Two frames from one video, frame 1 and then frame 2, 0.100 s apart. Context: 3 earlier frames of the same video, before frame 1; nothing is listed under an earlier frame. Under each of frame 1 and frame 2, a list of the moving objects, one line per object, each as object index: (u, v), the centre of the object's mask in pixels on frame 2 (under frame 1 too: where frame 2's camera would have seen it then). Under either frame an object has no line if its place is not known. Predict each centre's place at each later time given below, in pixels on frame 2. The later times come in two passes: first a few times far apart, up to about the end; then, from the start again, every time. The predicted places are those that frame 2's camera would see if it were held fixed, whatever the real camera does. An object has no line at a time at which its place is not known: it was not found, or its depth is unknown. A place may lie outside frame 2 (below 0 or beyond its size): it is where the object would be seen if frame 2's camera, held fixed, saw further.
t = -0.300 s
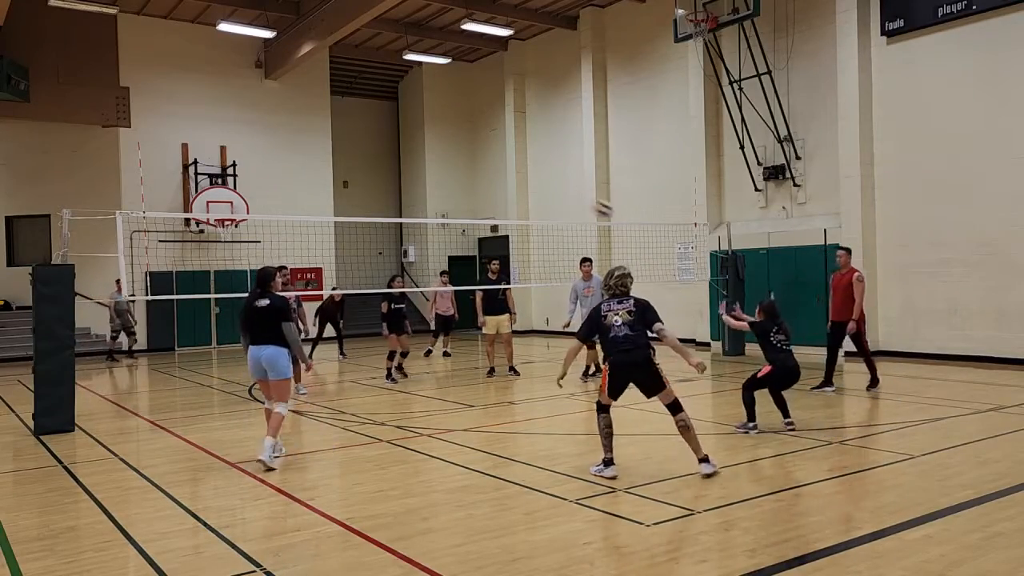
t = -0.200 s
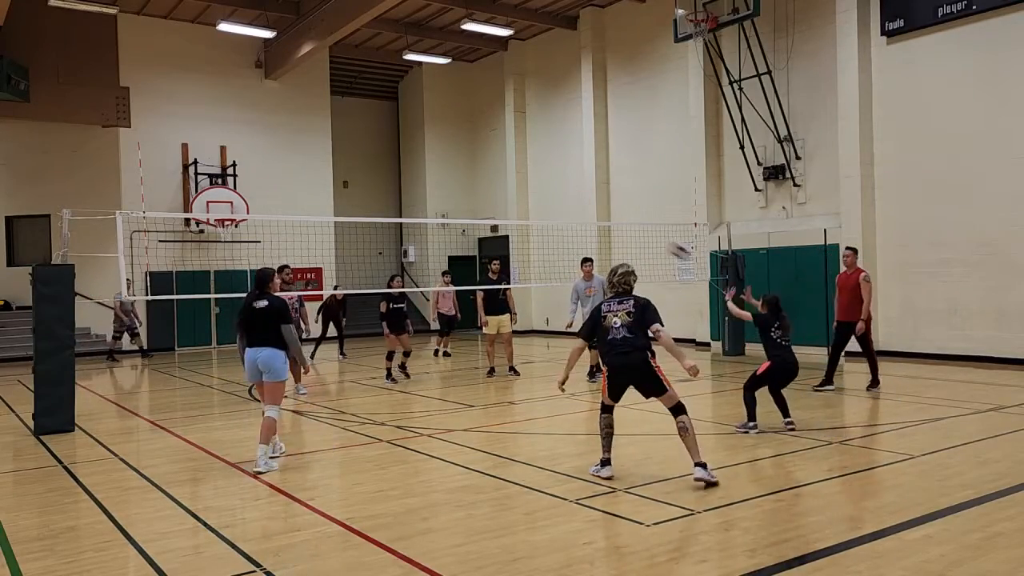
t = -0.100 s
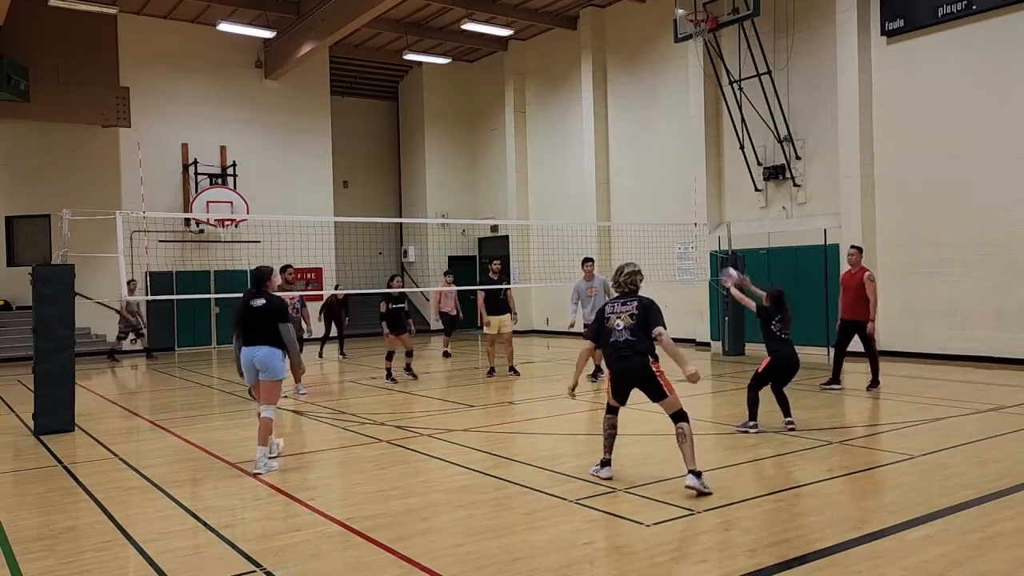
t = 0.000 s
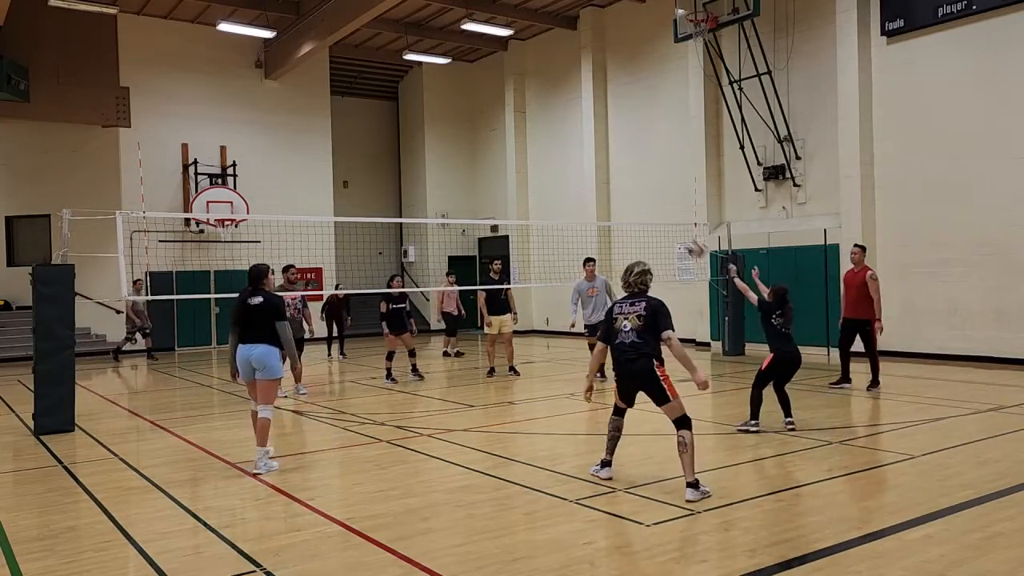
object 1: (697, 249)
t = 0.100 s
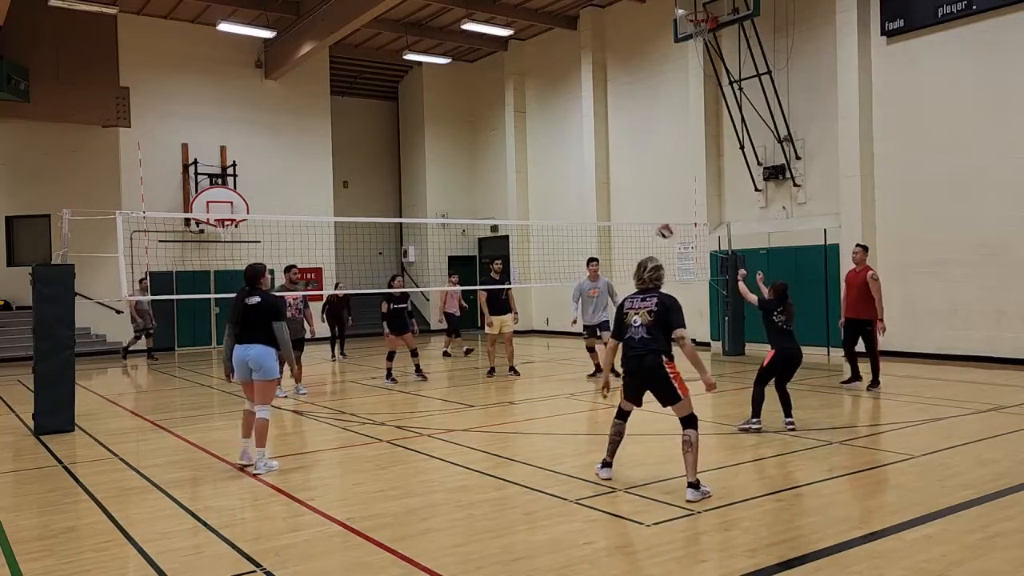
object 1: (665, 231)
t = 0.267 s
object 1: (618, 219)
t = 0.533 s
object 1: (556, 247)
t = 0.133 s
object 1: (655, 226)
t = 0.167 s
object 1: (645, 222)
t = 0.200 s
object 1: (635, 220)
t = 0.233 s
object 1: (626, 219)
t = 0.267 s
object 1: (618, 219)
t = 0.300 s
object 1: (609, 219)
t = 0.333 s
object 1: (602, 220)
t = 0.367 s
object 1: (594, 223)
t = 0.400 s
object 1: (586, 226)
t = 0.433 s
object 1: (577, 230)
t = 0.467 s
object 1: (571, 236)
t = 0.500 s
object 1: (564, 240)
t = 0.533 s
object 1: (556, 247)
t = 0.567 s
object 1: (549, 254)
